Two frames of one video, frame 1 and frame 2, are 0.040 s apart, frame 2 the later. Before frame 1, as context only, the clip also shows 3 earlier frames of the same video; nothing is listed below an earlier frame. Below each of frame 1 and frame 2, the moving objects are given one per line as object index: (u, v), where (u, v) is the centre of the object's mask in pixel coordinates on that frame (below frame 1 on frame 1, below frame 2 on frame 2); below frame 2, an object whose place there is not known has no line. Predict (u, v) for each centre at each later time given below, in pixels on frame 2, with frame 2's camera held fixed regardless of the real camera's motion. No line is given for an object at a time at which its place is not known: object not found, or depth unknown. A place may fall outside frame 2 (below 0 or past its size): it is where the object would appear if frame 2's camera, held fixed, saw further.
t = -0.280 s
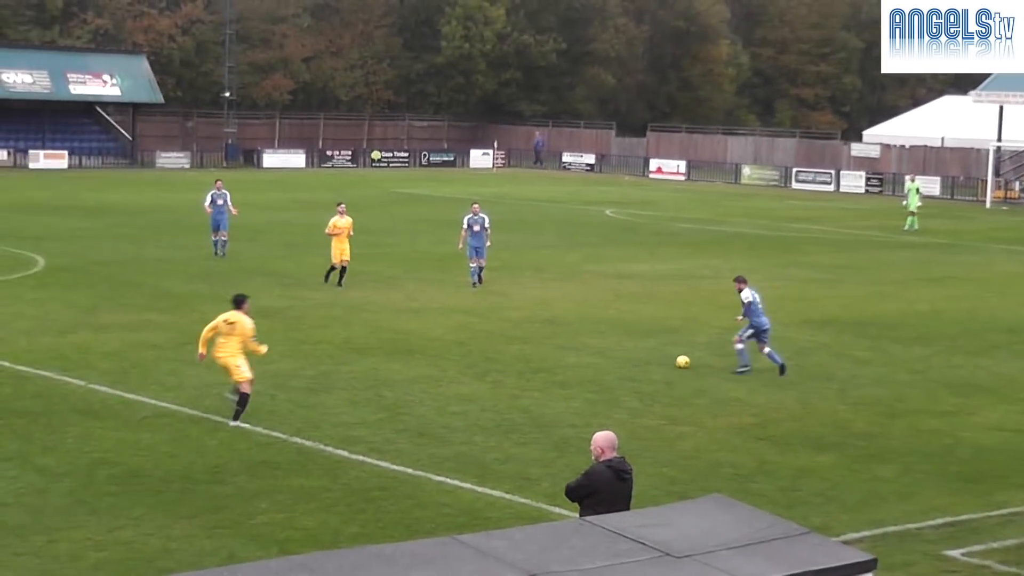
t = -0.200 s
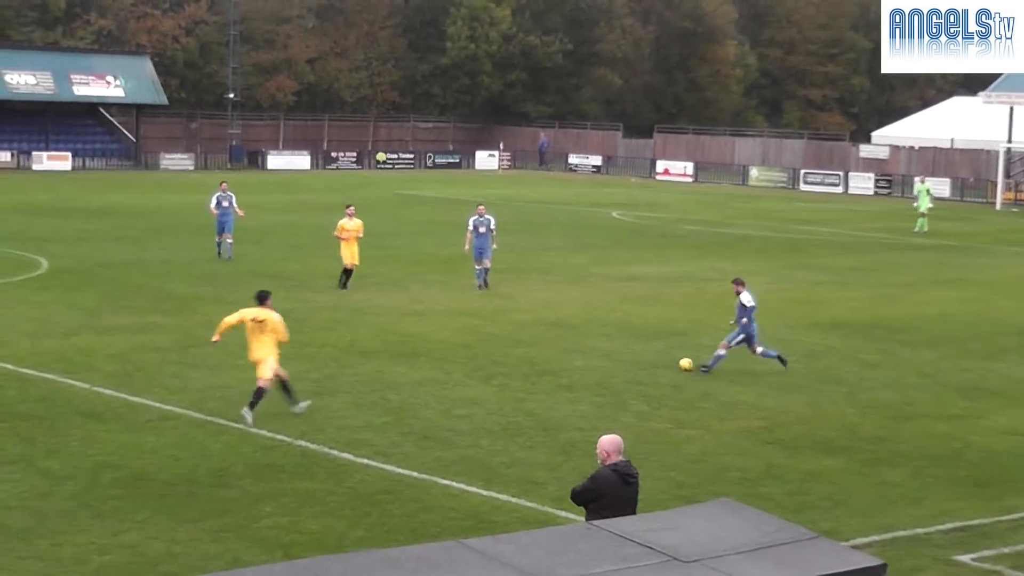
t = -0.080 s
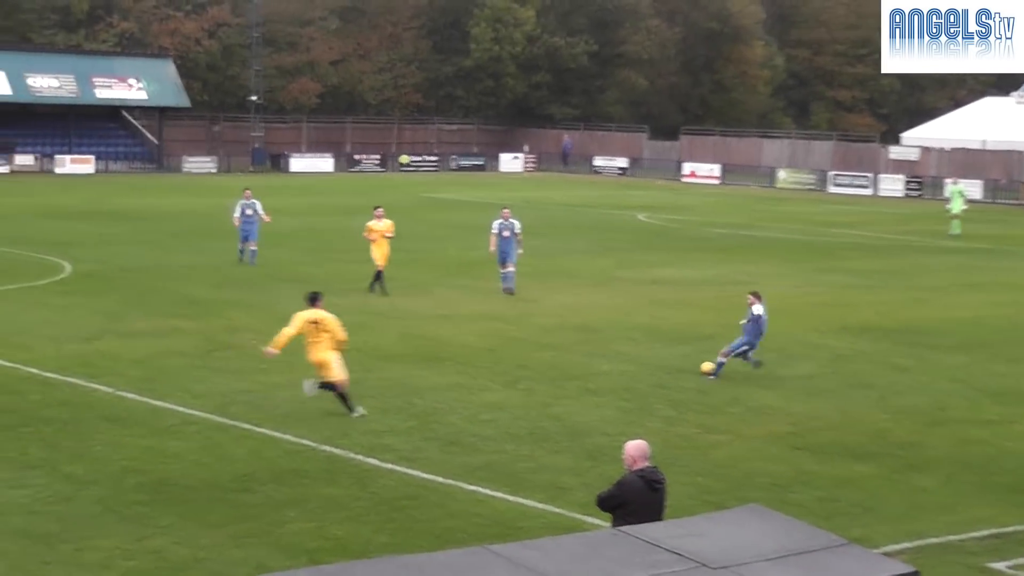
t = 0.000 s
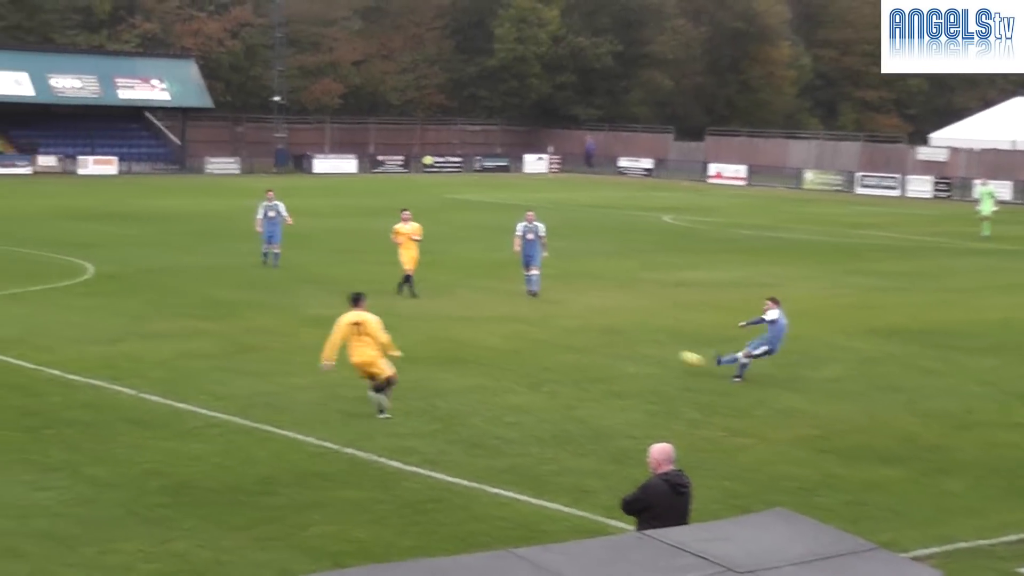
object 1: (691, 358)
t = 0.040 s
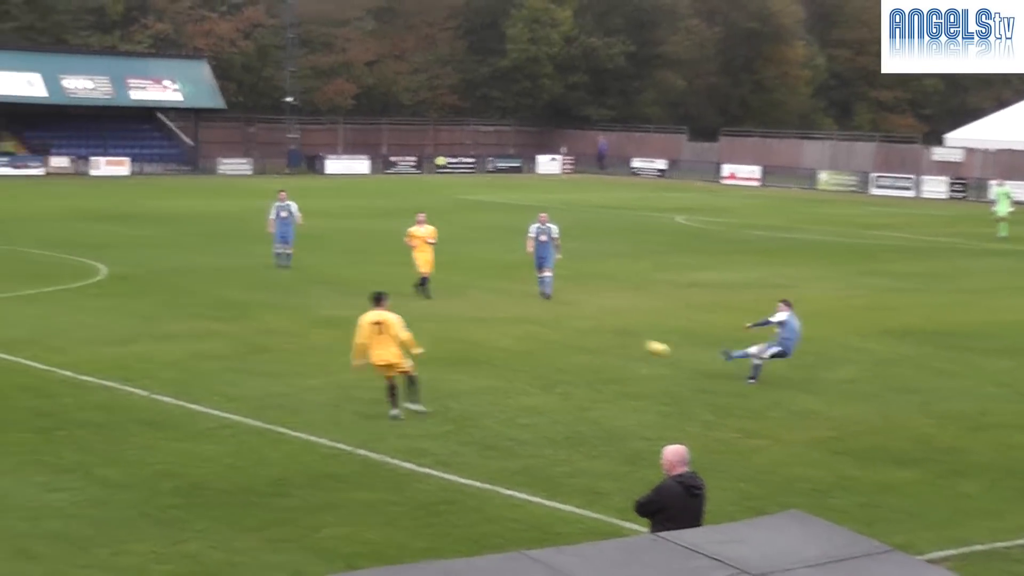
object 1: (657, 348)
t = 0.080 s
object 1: (609, 337)
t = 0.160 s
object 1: (514, 320)
